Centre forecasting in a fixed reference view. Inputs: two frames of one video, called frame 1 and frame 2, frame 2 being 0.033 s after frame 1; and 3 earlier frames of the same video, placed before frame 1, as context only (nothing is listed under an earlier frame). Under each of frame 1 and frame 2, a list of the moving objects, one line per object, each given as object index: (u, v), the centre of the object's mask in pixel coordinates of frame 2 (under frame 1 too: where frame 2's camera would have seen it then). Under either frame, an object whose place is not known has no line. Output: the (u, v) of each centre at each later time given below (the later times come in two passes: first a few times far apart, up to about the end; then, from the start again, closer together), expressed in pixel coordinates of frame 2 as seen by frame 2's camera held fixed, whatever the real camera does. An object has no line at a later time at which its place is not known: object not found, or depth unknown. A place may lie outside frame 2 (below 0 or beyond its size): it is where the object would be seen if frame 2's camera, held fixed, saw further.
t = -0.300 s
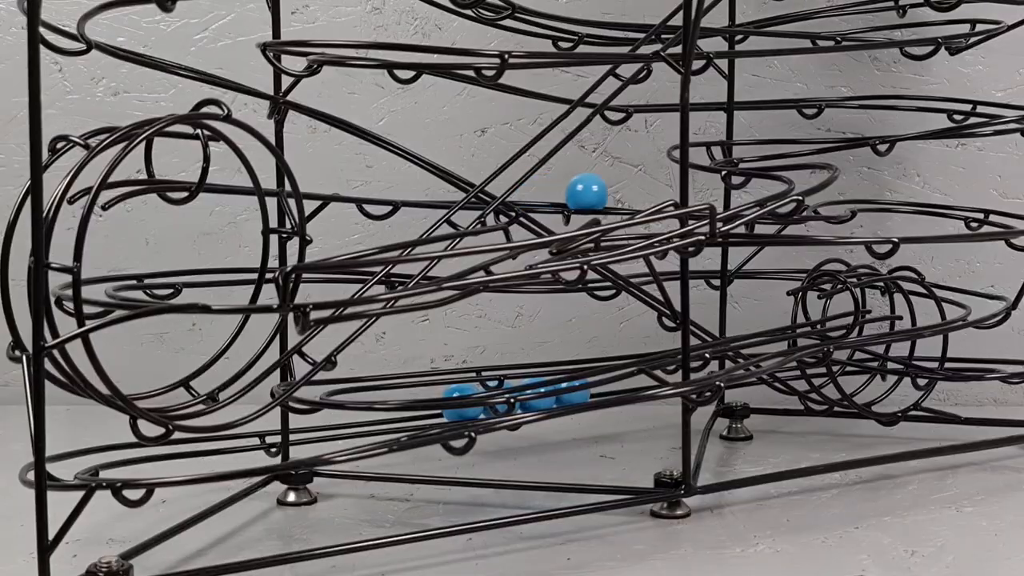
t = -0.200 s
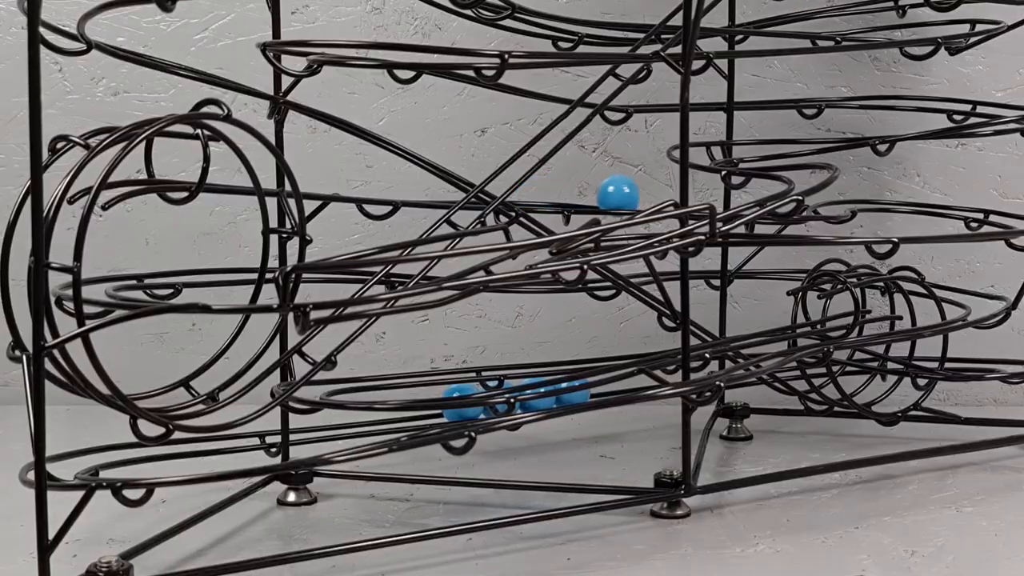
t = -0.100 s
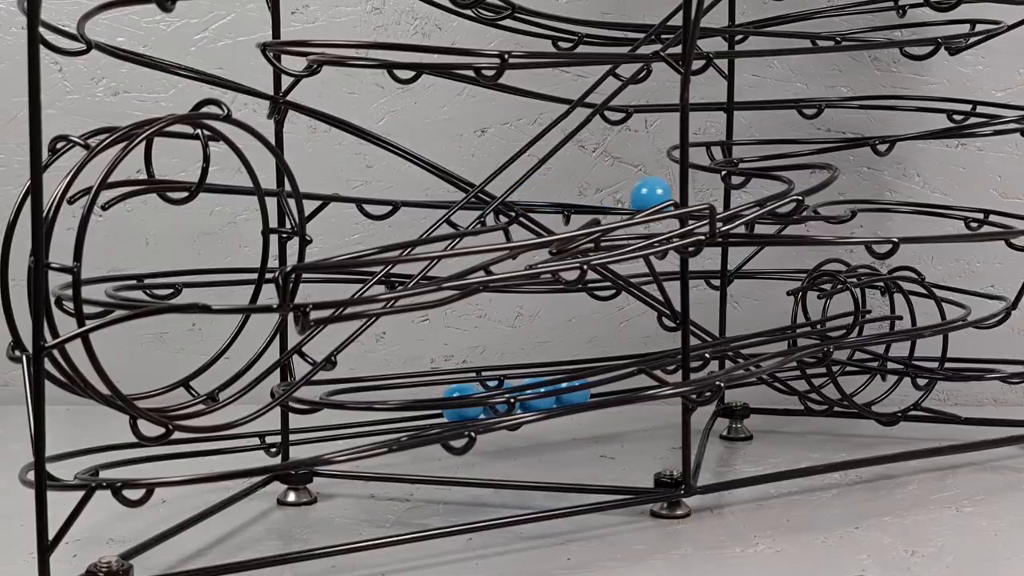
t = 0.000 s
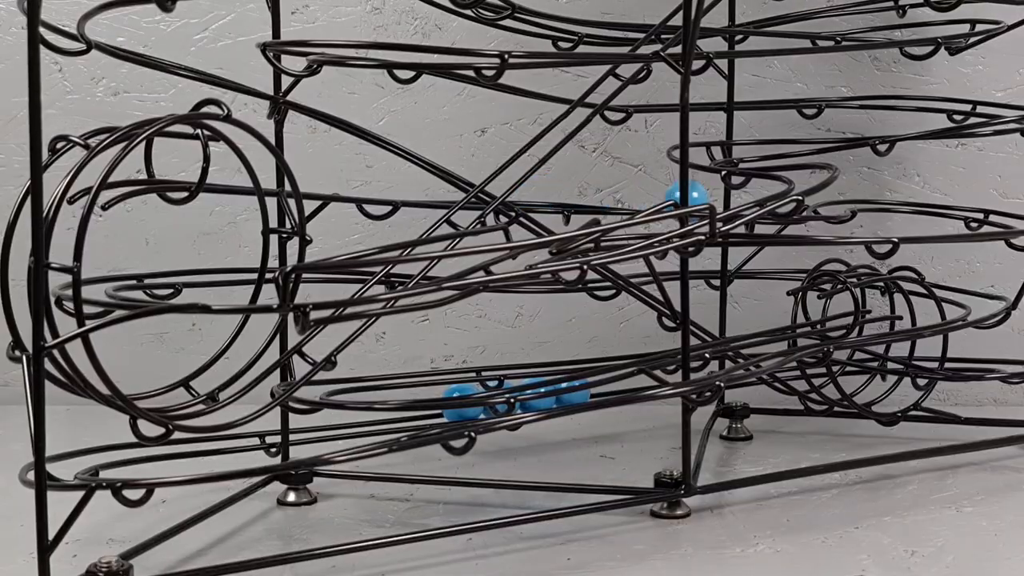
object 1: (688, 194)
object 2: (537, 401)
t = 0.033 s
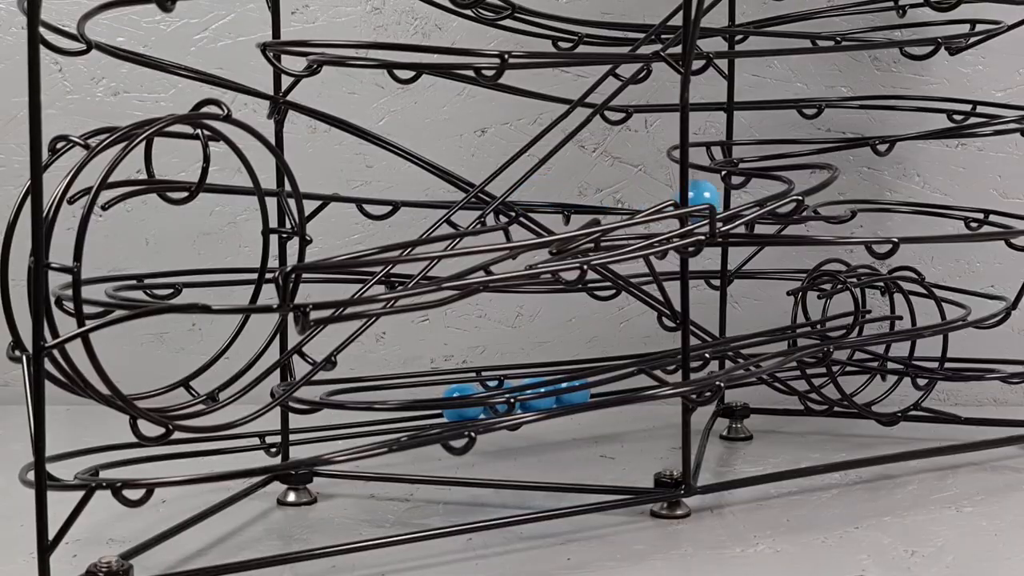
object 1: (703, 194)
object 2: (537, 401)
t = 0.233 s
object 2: (537, 401)
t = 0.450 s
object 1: (829, 201)
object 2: (537, 401)
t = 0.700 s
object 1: (842, 195)
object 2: (537, 401)
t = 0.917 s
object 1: (891, 192)
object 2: (537, 401)
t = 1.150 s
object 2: (537, 401)
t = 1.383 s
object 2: (537, 401)
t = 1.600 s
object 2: (537, 401)
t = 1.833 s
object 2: (537, 401)
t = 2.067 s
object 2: (538, 401)
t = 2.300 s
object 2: (538, 401)
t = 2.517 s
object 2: (537, 401)
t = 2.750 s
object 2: (538, 401)
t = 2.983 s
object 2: (538, 401)
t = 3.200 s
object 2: (538, 401)
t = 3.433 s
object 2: (538, 401)
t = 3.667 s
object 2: (538, 401)
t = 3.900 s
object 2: (538, 401)
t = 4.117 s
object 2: (538, 401)
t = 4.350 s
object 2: (537, 402)
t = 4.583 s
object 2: (538, 401)
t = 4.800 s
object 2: (538, 401)
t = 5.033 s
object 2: (542, 400)
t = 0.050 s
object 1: (708, 195)
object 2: (537, 401)
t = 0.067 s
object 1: (712, 196)
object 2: (537, 401)
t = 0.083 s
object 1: (718, 197)
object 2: (537, 401)
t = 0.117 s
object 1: (730, 198)
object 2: (537, 401)
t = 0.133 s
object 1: (736, 197)
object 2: (537, 401)
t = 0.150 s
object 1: (743, 195)
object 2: (537, 401)
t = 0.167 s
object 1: (750, 194)
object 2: (537, 401)
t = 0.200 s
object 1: (762, 191)
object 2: (537, 401)
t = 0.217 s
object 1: (770, 189)
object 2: (537, 401)
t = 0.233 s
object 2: (537, 401)
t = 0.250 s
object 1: (794, 210)
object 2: (537, 401)
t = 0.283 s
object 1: (809, 205)
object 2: (537, 401)
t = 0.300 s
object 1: (813, 201)
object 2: (537, 401)
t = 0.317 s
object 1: (819, 204)
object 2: (537, 401)
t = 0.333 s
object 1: (821, 204)
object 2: (537, 401)
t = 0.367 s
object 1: (825, 203)
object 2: (537, 401)
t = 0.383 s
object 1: (826, 202)
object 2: (537, 401)
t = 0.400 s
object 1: (828, 202)
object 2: (537, 401)
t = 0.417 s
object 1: (828, 202)
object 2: (537, 401)
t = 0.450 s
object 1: (829, 201)
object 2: (537, 401)
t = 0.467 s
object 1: (829, 201)
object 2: (537, 401)
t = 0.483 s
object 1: (829, 201)
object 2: (537, 401)
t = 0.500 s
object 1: (830, 200)
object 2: (537, 401)
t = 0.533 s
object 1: (830, 200)
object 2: (537, 401)
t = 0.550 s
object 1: (830, 200)
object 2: (537, 401)
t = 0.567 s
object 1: (831, 200)
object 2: (537, 401)
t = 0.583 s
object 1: (831, 199)
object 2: (537, 401)
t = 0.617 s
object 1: (833, 198)
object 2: (537, 401)
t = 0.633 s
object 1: (834, 198)
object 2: (537, 401)
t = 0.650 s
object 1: (836, 197)
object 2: (537, 401)
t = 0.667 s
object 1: (838, 196)
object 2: (537, 401)
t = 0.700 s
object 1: (842, 195)
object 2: (537, 401)
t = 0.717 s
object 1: (844, 194)
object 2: (537, 401)
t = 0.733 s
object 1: (847, 193)
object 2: (537, 401)
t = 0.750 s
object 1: (850, 193)
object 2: (537, 401)
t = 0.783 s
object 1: (855, 192)
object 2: (537, 401)
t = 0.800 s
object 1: (859, 192)
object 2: (537, 401)
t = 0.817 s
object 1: (862, 192)
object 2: (537, 401)
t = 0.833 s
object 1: (866, 192)
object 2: (537, 401)
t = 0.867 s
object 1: (876, 192)
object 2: (537, 401)
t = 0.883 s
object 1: (881, 192)
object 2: (537, 401)
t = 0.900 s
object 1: (886, 192)
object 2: (537, 401)
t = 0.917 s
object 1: (891, 192)
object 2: (537, 401)
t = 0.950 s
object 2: (537, 401)
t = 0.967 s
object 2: (537, 401)
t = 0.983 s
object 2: (537, 401)
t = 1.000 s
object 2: (537, 401)
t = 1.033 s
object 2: (537, 401)
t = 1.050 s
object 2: (537, 401)
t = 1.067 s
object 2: (537, 401)
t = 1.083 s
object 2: (537, 401)
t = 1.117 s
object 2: (537, 401)
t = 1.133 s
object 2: (537, 401)
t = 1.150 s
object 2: (537, 401)
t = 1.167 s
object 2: (537, 401)
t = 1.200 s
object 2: (537, 401)
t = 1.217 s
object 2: (537, 401)
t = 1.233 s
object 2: (537, 401)
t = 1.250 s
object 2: (537, 401)
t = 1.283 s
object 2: (537, 401)
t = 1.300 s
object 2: (537, 401)
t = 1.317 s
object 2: (537, 401)
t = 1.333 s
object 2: (537, 401)
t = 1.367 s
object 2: (537, 401)
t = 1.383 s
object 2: (537, 401)
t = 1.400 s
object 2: (537, 401)
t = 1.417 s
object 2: (537, 401)
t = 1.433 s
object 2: (537, 401)
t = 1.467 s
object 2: (538, 401)
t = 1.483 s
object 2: (537, 401)
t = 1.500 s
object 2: (538, 401)
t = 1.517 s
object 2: (537, 401)
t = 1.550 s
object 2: (537, 401)
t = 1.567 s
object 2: (538, 401)
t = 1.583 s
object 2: (537, 401)
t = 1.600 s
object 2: (537, 401)
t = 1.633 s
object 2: (537, 401)
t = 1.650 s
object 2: (538, 401)
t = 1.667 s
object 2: (538, 401)
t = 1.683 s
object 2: (537, 401)
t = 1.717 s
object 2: (537, 401)
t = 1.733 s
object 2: (537, 401)
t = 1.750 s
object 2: (538, 401)
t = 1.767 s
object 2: (538, 401)
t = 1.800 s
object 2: (538, 401)
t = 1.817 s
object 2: (537, 401)
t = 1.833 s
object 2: (537, 401)
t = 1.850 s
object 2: (537, 401)
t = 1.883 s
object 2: (538, 401)
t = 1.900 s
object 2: (538, 401)
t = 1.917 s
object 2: (538, 401)
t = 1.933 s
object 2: (538, 401)
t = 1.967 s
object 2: (537, 401)
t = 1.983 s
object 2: (537, 401)
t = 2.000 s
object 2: (537, 401)
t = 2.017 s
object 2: (538, 401)
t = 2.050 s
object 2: (538, 401)
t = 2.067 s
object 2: (538, 401)
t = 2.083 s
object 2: (538, 401)
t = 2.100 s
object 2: (537, 401)
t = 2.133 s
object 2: (538, 401)
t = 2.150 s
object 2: (538, 401)
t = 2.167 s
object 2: (538, 401)
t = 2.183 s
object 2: (538, 401)
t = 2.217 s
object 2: (538, 401)
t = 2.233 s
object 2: (537, 401)
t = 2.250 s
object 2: (537, 401)
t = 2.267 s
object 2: (538, 401)
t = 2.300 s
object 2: (538, 401)
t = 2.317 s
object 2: (537, 401)
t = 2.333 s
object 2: (537, 401)
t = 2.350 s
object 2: (538, 401)
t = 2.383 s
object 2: (538, 401)
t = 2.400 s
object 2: (538, 401)
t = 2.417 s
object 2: (538, 401)
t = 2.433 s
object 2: (538, 401)
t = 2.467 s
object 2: (538, 401)
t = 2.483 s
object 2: (538, 401)
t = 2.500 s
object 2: (537, 401)
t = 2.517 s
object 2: (537, 401)
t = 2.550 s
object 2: (538, 401)
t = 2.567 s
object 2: (538, 401)
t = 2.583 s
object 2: (538, 401)
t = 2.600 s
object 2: (538, 401)
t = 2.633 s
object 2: (538, 401)
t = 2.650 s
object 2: (538, 401)
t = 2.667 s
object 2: (538, 401)
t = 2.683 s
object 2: (538, 401)
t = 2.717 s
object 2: (538, 401)
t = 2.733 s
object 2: (538, 401)
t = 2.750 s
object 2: (538, 401)
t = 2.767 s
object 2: (538, 401)
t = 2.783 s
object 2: (538, 401)
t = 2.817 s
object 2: (538, 401)
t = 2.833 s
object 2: (538, 401)
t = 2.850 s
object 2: (538, 401)
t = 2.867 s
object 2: (538, 401)
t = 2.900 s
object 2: (538, 401)
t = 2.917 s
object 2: (538, 401)
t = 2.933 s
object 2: (538, 401)
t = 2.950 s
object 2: (538, 401)
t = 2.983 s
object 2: (538, 401)
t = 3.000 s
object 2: (538, 401)
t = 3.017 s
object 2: (538, 401)
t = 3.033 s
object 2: (538, 401)
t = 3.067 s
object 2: (538, 401)
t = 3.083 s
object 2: (538, 401)
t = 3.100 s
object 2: (538, 401)
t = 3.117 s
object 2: (538, 401)
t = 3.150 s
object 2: (538, 401)
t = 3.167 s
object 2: (538, 401)
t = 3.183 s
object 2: (538, 401)
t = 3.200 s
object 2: (538, 401)
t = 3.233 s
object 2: (538, 401)
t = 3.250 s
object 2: (538, 401)
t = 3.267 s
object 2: (538, 401)
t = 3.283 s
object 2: (538, 401)
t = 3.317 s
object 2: (538, 401)
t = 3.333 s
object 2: (538, 401)
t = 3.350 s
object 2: (538, 401)
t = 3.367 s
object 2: (538, 401)
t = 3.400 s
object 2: (538, 401)
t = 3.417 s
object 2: (538, 401)
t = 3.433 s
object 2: (538, 401)
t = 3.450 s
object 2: (538, 401)
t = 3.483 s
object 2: (538, 401)
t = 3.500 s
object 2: (538, 401)
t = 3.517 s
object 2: (538, 401)
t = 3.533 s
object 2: (537, 401)
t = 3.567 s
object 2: (537, 401)
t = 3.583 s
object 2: (537, 401)
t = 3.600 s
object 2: (537, 401)
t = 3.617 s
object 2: (538, 401)
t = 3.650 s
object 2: (538, 401)
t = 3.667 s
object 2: (538, 401)
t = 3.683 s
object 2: (538, 401)
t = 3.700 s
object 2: (538, 401)
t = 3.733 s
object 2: (538, 401)
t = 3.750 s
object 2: (538, 401)
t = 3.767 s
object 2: (538, 401)
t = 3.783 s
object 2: (538, 401)
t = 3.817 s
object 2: (538, 401)
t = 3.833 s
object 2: (538, 401)
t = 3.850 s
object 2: (538, 401)
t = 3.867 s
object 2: (538, 401)
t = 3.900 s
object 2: (538, 401)
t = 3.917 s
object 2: (538, 401)
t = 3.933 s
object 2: (538, 401)
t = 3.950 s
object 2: (538, 401)
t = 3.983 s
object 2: (538, 401)
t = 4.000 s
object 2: (538, 401)
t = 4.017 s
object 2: (538, 401)
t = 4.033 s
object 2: (538, 401)
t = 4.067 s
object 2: (538, 401)
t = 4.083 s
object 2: (538, 401)
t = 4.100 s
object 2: (538, 401)
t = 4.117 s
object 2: (538, 401)
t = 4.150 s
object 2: (538, 401)
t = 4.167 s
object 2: (538, 401)
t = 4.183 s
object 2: (538, 401)
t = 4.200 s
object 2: (538, 401)
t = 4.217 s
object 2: (538, 401)
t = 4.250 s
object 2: (538, 401)
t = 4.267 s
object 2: (538, 401)
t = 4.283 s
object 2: (538, 401)
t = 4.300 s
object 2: (538, 401)
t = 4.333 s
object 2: (538, 401)
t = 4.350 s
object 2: (537, 402)
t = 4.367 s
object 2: (537, 402)
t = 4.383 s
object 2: (538, 404)
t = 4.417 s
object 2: (538, 404)
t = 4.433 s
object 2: (538, 404)
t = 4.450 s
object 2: (538, 405)
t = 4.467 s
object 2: (538, 404)
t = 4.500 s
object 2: (538, 405)
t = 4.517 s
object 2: (538, 405)
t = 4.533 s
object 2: (539, 401)
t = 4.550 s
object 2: (539, 401)
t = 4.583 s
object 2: (538, 401)
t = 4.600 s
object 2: (538, 401)
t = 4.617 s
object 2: (538, 401)
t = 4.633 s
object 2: (538, 401)
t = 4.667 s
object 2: (538, 401)
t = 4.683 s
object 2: (538, 401)
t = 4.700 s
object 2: (538, 401)
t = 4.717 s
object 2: (538, 401)
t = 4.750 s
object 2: (538, 401)
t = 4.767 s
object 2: (538, 401)
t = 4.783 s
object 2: (538, 401)
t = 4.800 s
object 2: (538, 401)
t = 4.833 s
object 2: (538, 401)
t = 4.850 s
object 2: (538, 401)
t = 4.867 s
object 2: (538, 401)
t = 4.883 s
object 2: (538, 401)
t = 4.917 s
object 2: (538, 401)
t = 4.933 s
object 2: (538, 401)
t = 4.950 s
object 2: (538, 401)
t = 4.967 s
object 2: (538, 401)
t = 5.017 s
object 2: (553, 402)
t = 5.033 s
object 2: (542, 400)
